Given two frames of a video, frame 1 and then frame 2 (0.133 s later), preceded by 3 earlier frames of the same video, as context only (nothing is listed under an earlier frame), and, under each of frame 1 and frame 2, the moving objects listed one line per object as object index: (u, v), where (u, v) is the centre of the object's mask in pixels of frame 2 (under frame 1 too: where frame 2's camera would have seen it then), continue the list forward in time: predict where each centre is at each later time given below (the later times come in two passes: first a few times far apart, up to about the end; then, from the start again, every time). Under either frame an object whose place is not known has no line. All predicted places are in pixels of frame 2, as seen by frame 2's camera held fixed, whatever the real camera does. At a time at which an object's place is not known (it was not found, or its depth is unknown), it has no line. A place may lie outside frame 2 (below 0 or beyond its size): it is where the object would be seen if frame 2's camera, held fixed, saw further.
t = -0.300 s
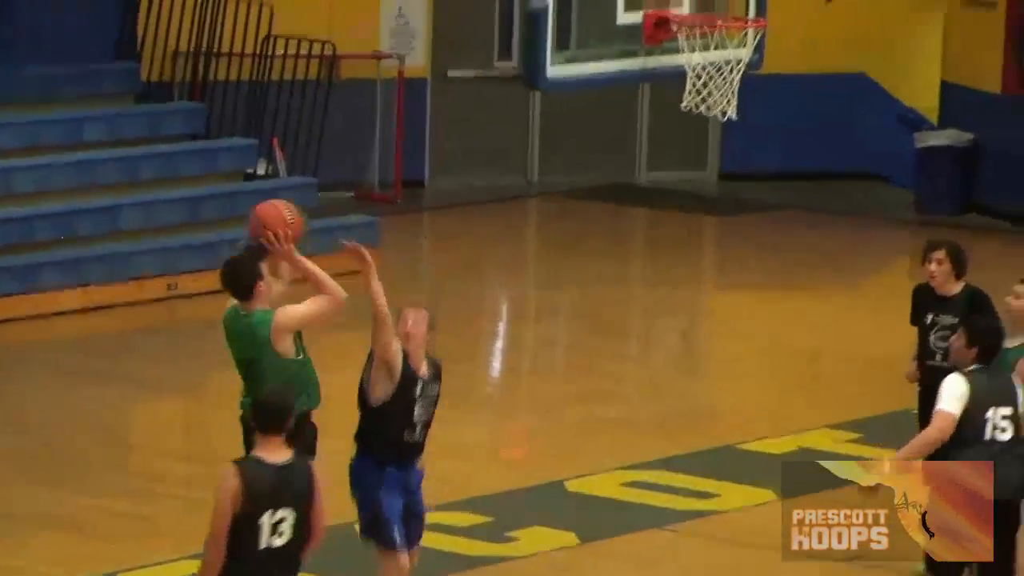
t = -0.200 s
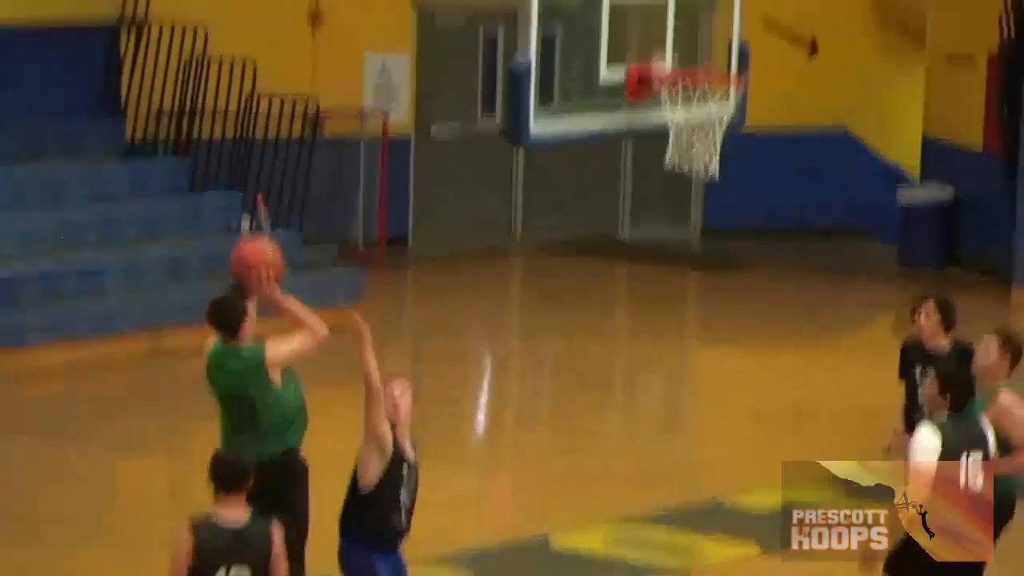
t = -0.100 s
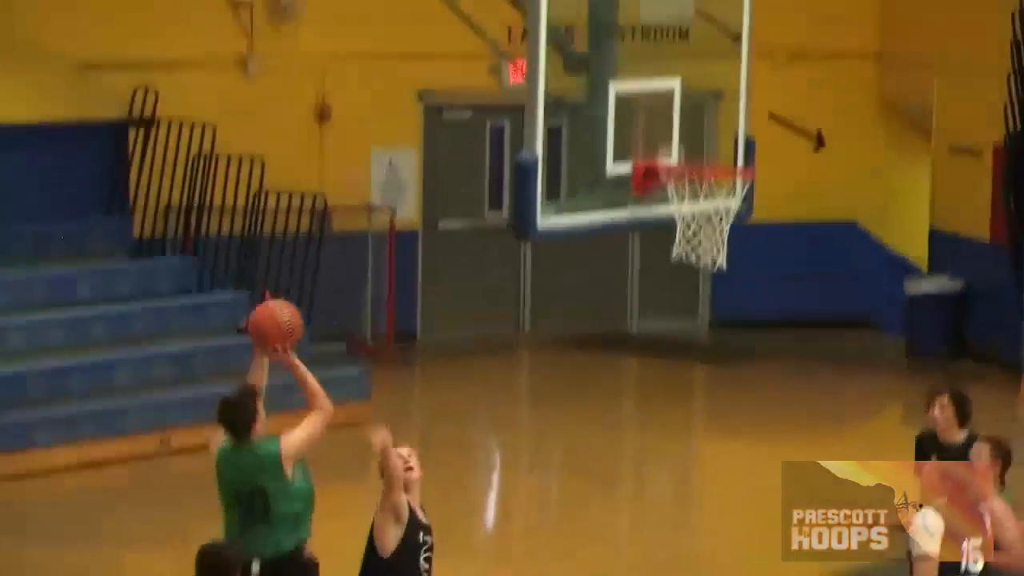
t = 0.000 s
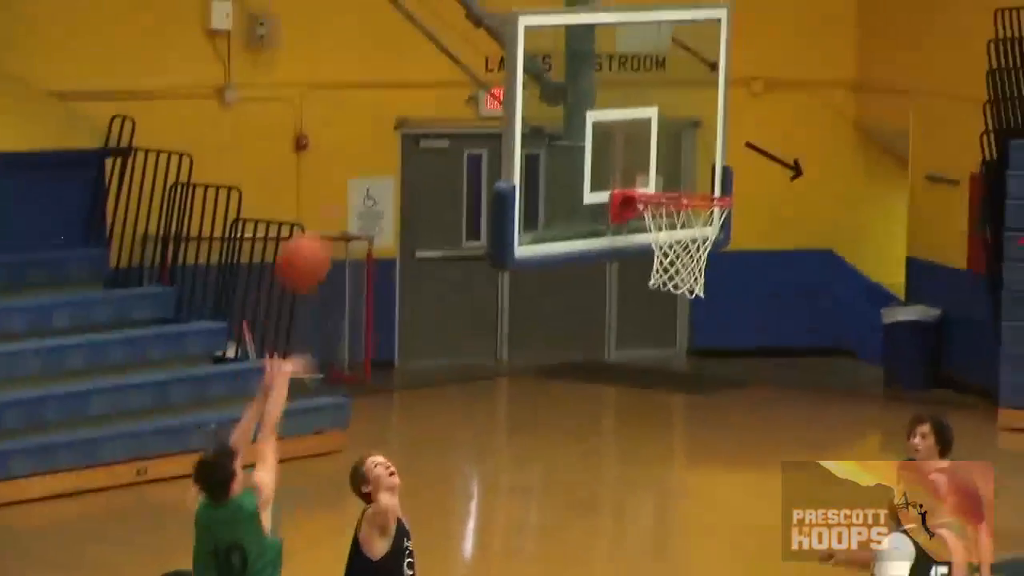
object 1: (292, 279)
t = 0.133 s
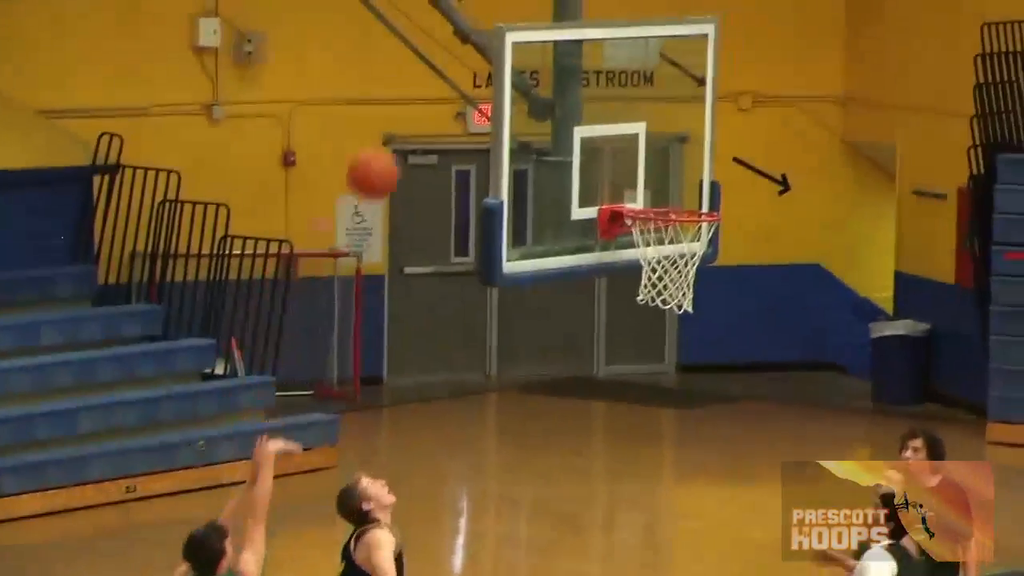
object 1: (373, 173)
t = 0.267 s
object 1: (450, 111)
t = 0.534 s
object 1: (592, 98)
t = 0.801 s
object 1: (694, 196)
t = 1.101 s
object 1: (621, 177)
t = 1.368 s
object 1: (575, 269)
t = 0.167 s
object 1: (392, 154)
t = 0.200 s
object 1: (411, 139)
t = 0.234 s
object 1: (431, 122)
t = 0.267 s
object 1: (450, 111)
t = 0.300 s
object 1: (469, 102)
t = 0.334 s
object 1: (487, 93)
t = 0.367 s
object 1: (505, 89)
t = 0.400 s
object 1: (524, 86)
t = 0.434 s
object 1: (541, 86)
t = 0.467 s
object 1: (558, 89)
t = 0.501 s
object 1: (575, 92)
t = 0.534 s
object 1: (592, 98)
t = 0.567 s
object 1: (609, 107)
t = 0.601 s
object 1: (626, 118)
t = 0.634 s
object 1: (642, 131)
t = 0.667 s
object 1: (660, 146)
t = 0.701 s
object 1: (674, 162)
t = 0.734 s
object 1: (691, 181)
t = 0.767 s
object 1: (703, 198)
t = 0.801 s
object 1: (694, 196)
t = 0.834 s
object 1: (681, 195)
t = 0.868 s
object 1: (670, 195)
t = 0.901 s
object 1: (663, 189)
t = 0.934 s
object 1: (656, 182)
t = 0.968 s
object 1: (649, 176)
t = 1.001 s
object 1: (642, 173)
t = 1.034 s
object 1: (635, 172)
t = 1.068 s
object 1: (628, 174)
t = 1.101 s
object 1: (621, 177)
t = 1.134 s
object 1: (613, 183)
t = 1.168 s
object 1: (606, 190)
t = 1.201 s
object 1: (599, 202)
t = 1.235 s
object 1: (593, 215)
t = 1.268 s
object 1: (585, 228)
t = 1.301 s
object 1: (577, 245)
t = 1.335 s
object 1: (573, 260)
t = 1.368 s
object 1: (575, 269)
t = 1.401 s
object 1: (578, 279)
